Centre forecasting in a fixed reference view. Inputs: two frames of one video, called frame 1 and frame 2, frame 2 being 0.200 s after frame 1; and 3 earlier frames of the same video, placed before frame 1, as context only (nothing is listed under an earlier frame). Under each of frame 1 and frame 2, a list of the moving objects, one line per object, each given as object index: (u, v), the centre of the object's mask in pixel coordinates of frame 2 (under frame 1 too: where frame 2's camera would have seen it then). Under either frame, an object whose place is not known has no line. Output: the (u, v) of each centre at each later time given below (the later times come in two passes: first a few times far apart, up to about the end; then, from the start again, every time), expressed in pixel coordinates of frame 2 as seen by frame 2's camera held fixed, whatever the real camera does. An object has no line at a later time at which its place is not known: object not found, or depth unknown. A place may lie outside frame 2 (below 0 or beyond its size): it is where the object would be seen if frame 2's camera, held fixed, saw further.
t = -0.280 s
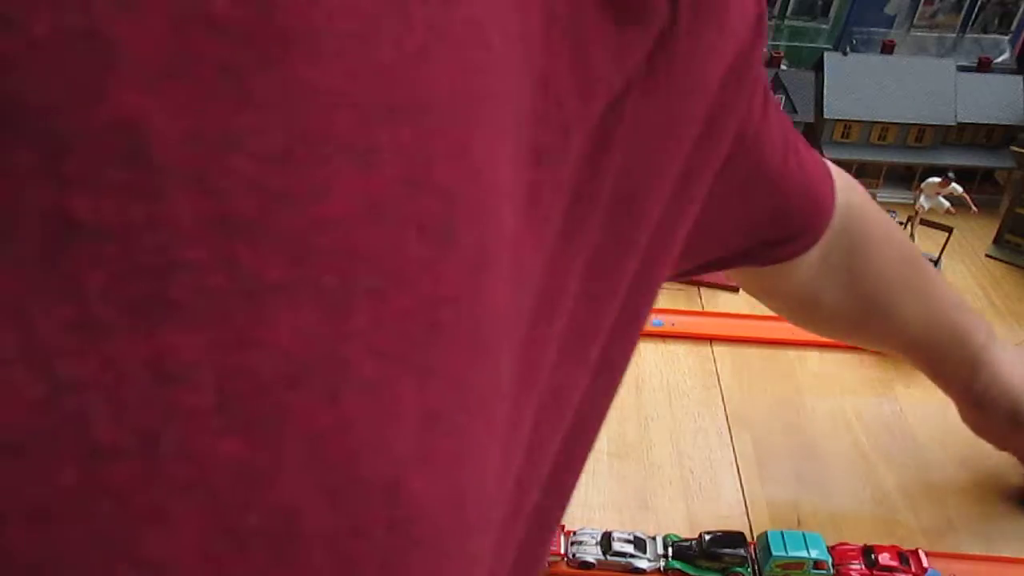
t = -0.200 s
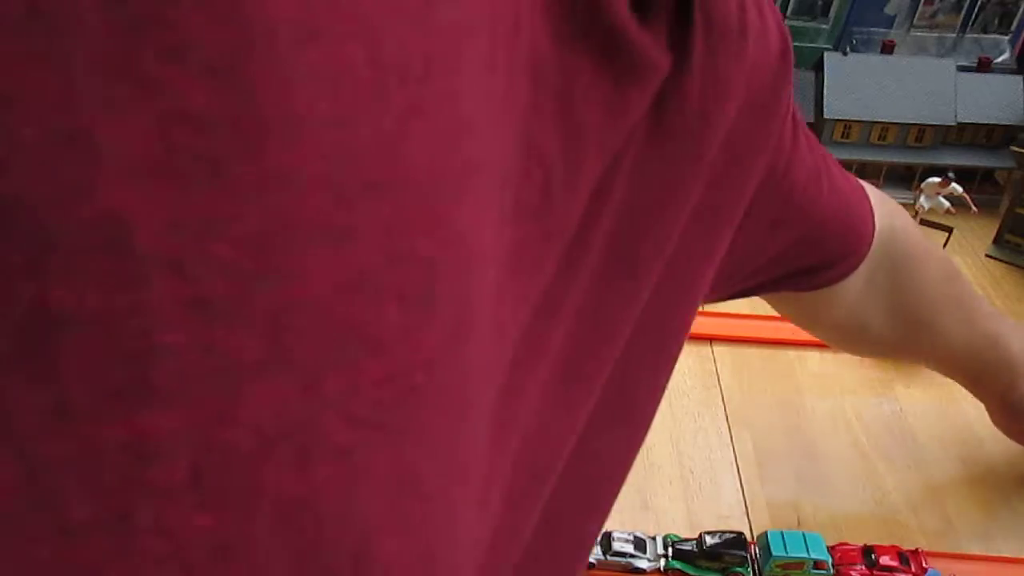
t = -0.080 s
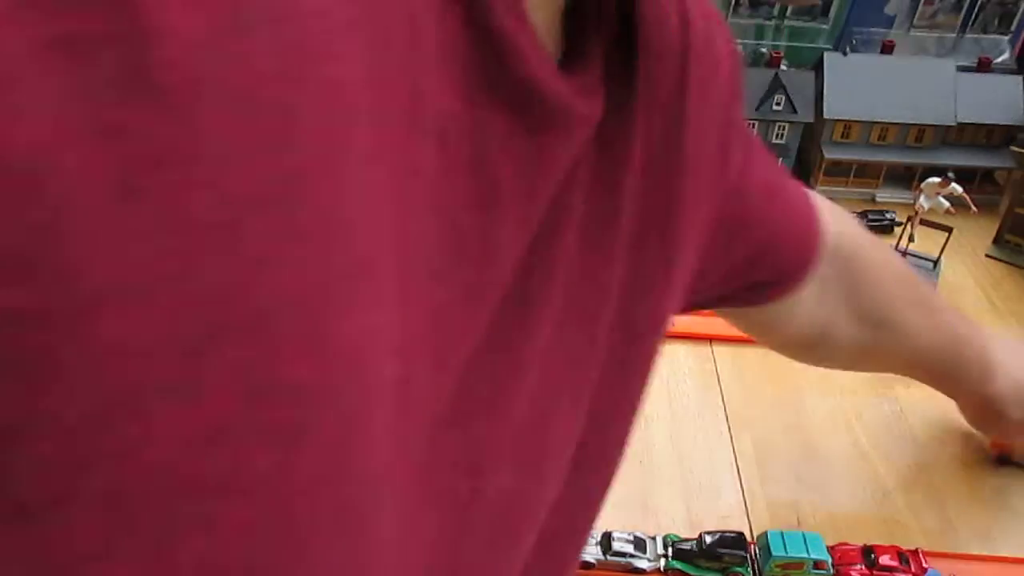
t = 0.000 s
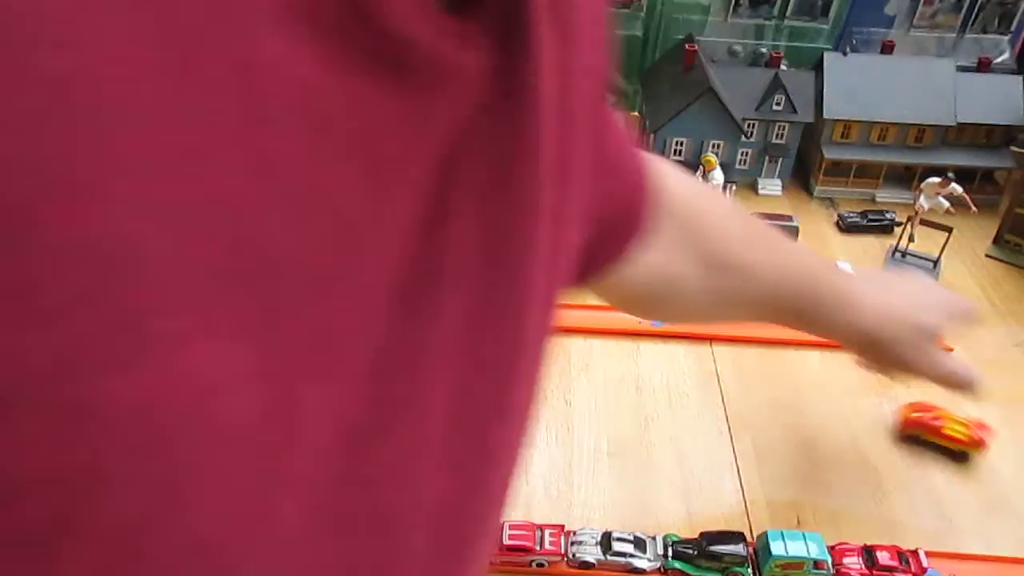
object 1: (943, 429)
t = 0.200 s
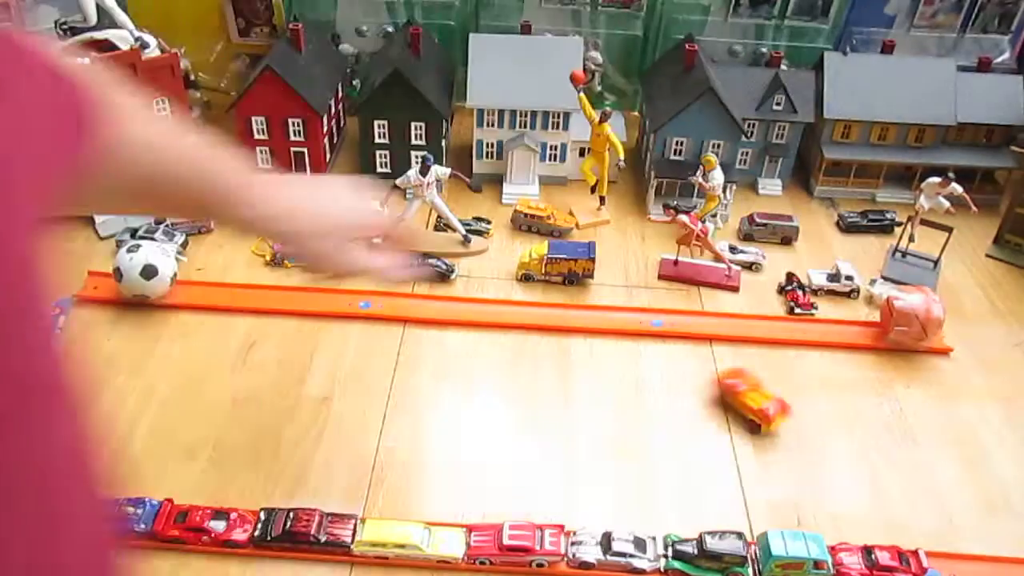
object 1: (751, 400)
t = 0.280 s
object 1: (681, 390)
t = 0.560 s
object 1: (521, 387)
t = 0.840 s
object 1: (451, 387)
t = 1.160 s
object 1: (397, 380)
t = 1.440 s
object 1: (369, 376)
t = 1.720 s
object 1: (356, 374)
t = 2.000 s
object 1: (355, 374)
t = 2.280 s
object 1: (355, 374)
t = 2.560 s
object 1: (355, 374)
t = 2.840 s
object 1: (355, 374)
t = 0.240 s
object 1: (716, 393)
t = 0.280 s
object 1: (681, 390)
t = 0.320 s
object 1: (652, 387)
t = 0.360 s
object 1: (625, 386)
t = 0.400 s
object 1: (599, 385)
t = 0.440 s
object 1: (574, 385)
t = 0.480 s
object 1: (553, 386)
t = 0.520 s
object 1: (535, 387)
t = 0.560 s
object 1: (521, 387)
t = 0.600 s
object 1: (509, 389)
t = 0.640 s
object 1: (498, 389)
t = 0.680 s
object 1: (487, 389)
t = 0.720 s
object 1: (477, 389)
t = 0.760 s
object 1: (468, 389)
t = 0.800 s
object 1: (459, 388)
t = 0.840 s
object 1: (451, 387)
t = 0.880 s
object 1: (442, 385)
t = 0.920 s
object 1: (434, 384)
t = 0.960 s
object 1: (427, 384)
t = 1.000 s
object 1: (420, 383)
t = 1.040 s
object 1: (414, 382)
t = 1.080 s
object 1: (408, 381)
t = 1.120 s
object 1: (402, 380)
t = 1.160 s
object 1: (397, 380)
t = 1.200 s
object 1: (392, 379)
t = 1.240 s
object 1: (387, 378)
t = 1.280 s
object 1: (383, 378)
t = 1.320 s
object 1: (379, 377)
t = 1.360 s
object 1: (376, 377)
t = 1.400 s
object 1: (373, 376)
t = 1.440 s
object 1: (369, 376)
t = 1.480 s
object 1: (366, 376)
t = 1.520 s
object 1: (364, 375)
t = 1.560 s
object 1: (362, 375)
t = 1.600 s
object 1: (360, 375)
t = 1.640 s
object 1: (359, 375)
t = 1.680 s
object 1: (357, 374)
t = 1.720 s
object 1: (356, 374)
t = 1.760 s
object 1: (356, 374)
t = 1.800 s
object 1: (355, 374)
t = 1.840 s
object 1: (355, 374)
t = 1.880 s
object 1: (355, 374)
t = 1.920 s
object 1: (355, 374)
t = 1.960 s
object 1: (355, 374)
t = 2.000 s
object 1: (355, 374)
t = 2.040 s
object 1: (355, 374)
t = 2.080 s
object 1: (355, 374)
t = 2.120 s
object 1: (355, 374)
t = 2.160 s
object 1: (355, 374)
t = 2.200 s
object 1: (355, 374)
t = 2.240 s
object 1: (355, 374)
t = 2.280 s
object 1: (355, 374)
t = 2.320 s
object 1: (355, 374)
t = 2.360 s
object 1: (355, 374)
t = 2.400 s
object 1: (355, 374)
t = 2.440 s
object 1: (355, 374)
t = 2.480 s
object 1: (355, 374)
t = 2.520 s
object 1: (355, 374)
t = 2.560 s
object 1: (355, 374)
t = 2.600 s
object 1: (355, 374)
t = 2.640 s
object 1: (355, 374)
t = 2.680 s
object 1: (355, 374)
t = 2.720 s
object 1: (355, 374)
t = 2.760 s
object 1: (355, 374)
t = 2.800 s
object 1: (355, 374)
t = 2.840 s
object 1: (355, 374)
